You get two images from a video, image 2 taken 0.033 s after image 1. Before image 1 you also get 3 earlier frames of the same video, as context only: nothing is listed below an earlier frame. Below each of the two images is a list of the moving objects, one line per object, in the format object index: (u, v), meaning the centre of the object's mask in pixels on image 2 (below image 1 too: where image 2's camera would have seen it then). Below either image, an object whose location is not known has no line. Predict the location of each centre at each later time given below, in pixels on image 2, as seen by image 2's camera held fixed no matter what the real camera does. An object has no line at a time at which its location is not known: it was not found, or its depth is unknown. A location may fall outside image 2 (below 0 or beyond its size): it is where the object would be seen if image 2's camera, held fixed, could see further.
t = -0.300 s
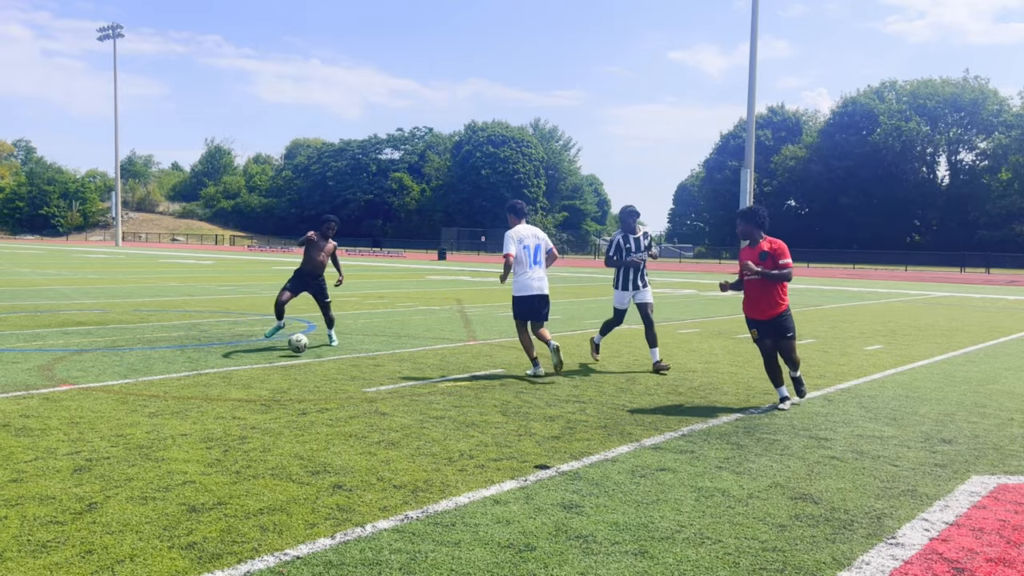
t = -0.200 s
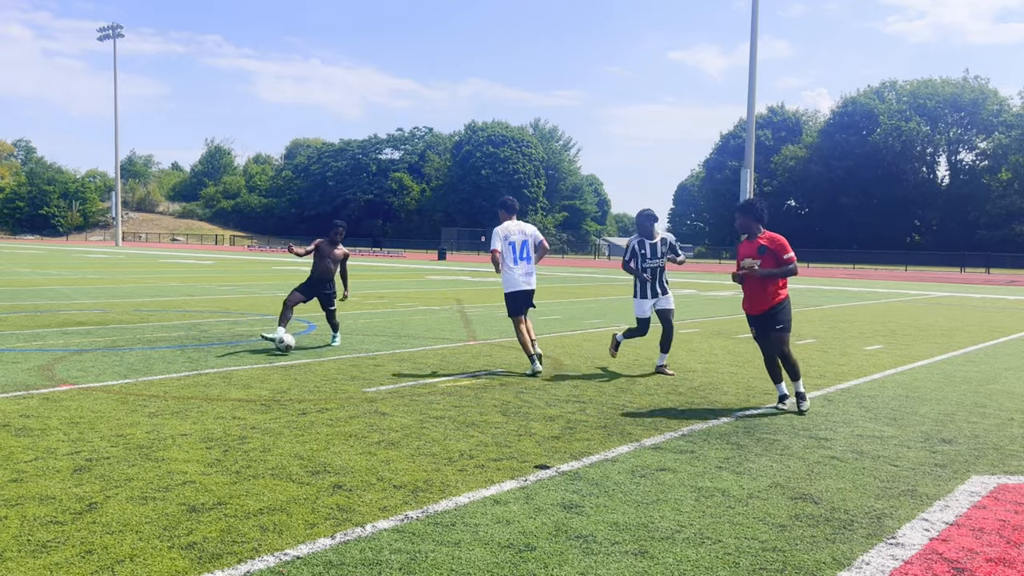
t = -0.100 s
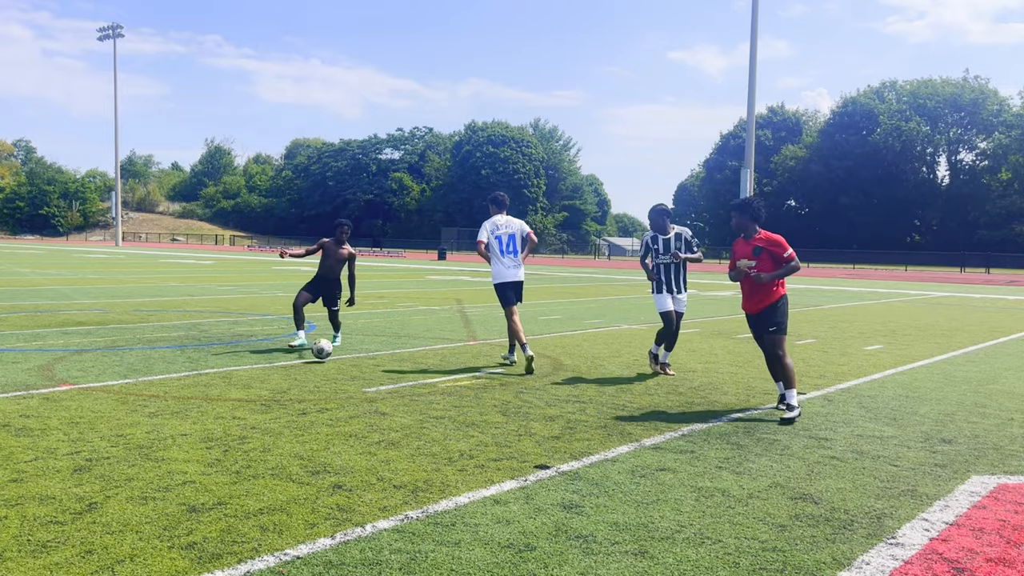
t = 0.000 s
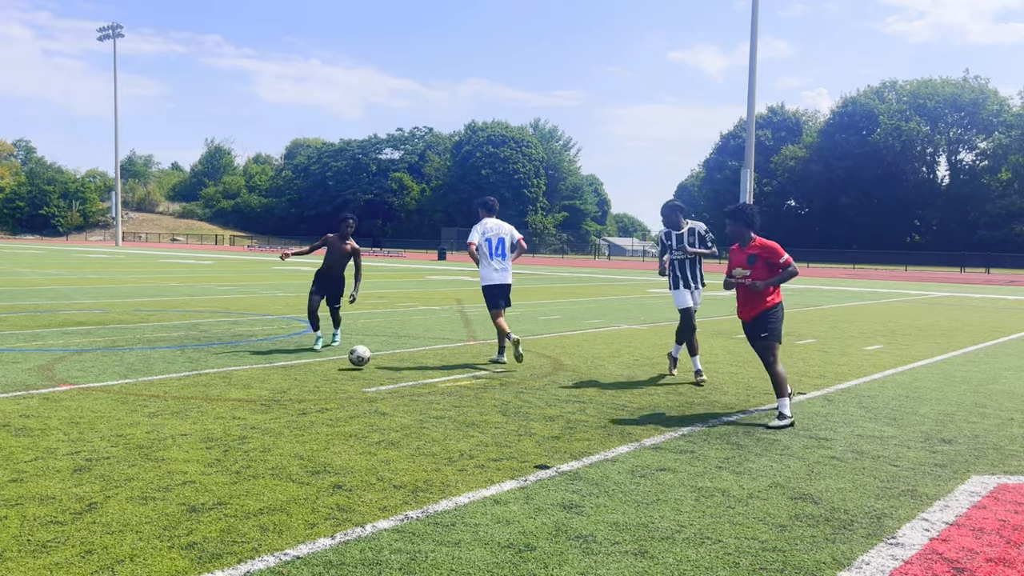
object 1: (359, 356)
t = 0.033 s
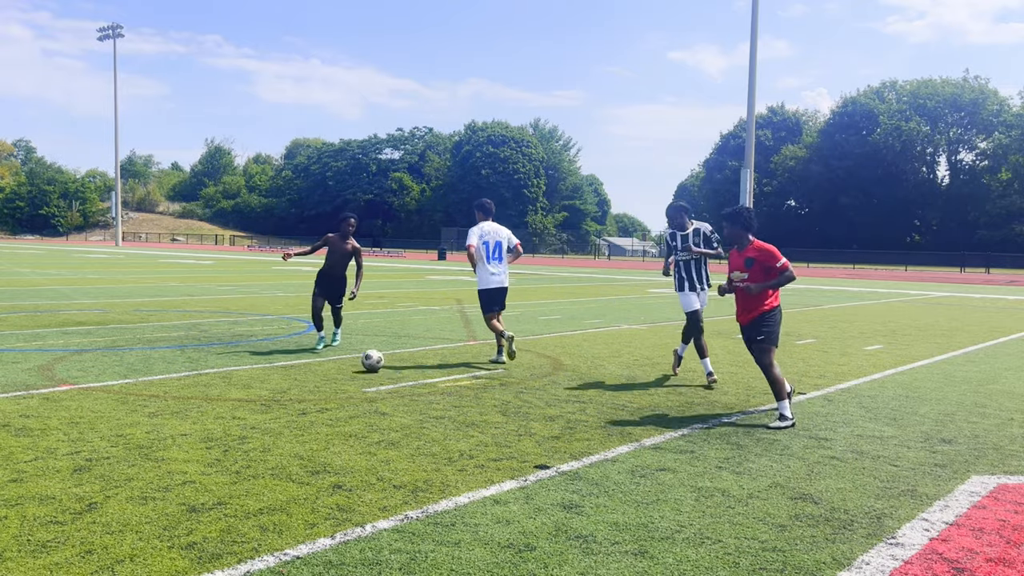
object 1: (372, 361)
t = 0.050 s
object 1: (379, 363)
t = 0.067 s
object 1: (385, 363)
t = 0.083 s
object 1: (391, 363)
